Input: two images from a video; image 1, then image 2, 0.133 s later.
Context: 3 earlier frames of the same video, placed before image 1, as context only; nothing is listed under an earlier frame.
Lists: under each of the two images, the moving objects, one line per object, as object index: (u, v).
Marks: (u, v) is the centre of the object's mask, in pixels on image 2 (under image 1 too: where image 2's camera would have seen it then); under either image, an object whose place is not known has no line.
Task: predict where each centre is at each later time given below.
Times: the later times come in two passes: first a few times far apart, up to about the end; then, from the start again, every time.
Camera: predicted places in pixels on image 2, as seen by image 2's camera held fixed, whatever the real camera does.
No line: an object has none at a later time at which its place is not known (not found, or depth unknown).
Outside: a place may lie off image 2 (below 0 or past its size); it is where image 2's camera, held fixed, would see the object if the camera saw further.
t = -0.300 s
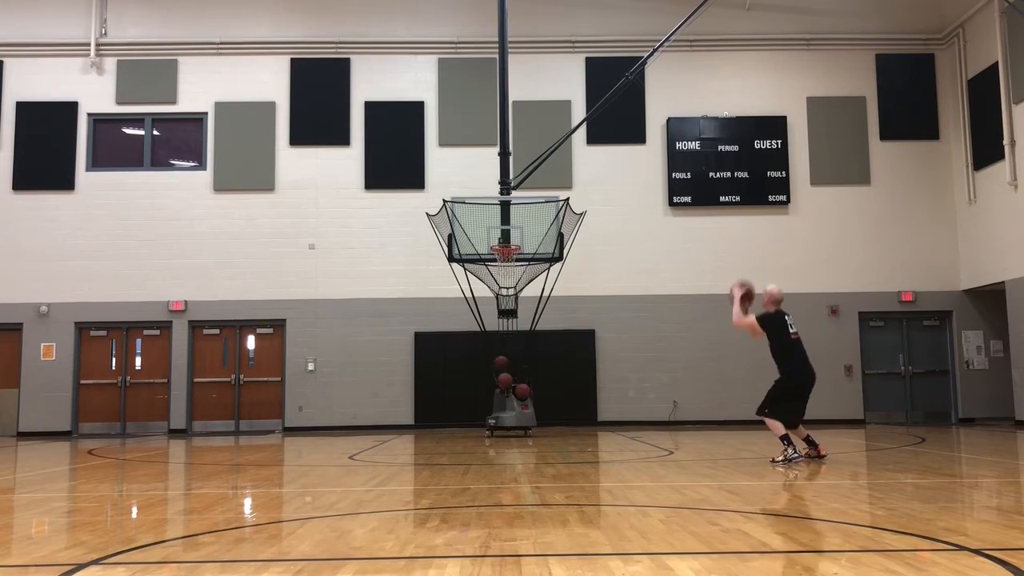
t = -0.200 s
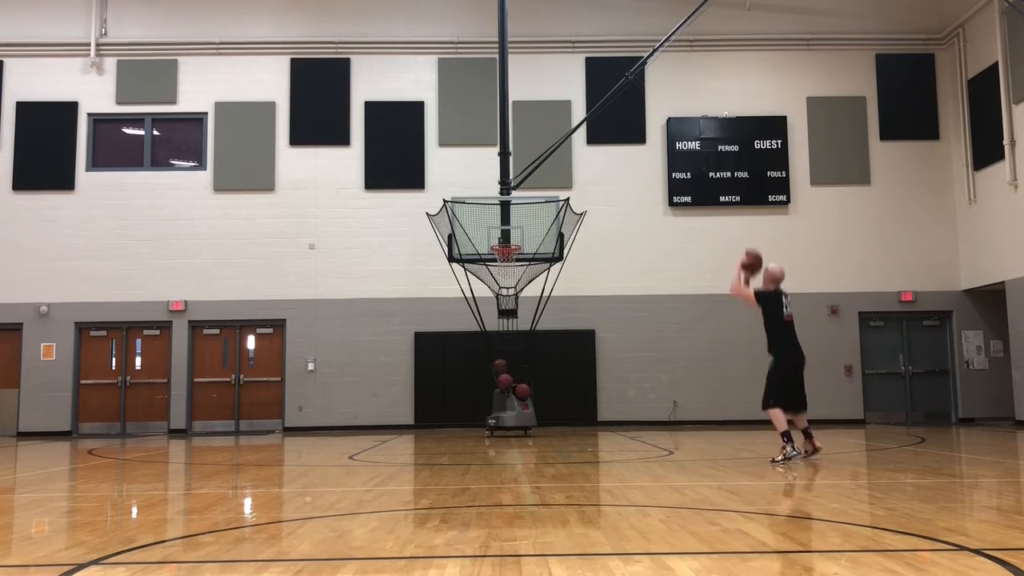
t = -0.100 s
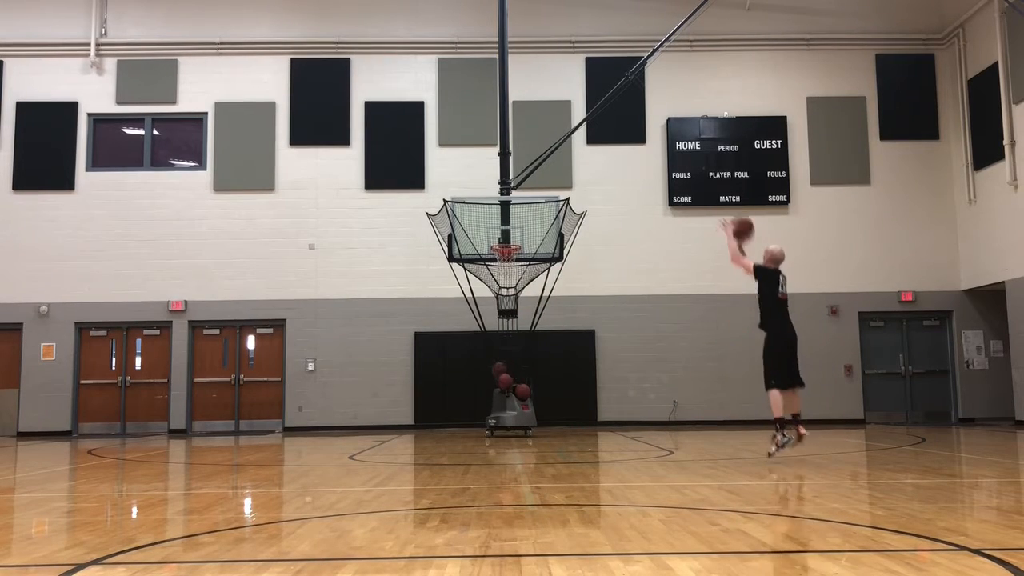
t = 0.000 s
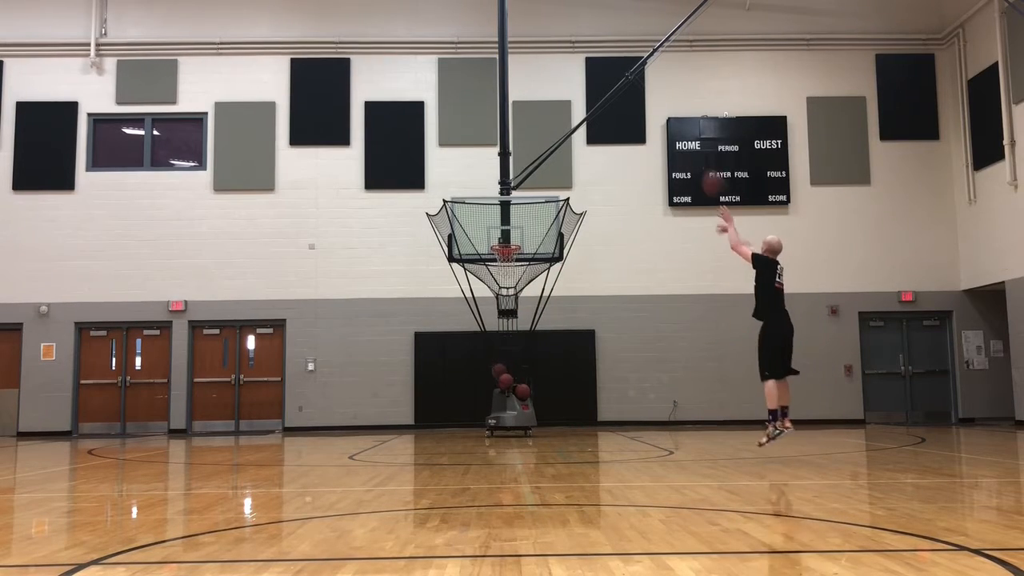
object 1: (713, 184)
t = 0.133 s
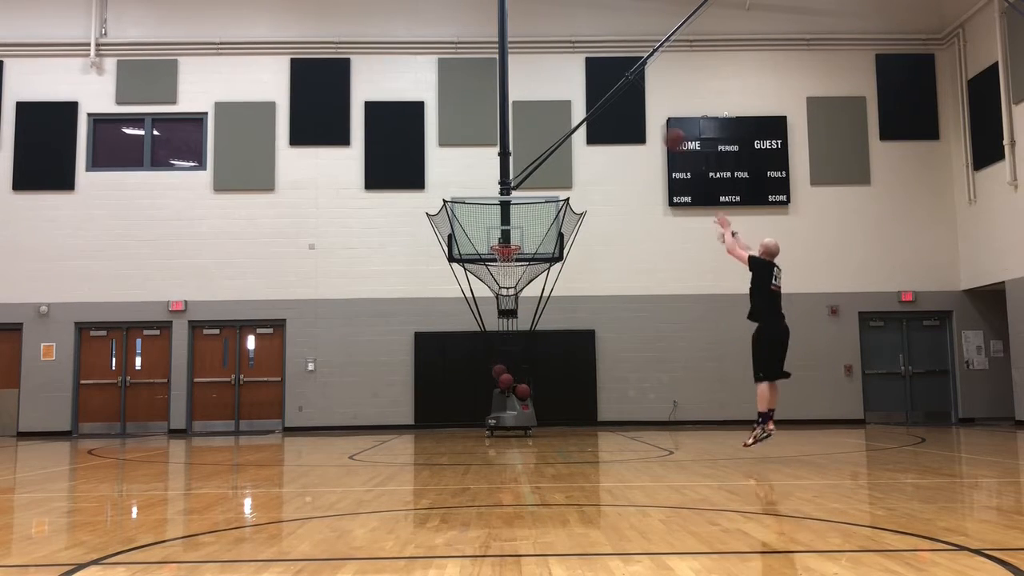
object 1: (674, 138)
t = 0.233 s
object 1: (650, 119)
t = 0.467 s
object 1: (602, 105)
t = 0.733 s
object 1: (557, 133)
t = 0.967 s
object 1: (527, 187)
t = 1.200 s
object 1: (504, 259)
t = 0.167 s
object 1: (667, 132)
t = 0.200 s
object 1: (657, 125)
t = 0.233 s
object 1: (650, 119)
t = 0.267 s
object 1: (642, 114)
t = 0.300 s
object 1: (635, 110)
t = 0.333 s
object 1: (627, 107)
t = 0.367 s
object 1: (621, 106)
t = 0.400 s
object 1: (614, 105)
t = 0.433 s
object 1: (608, 104)
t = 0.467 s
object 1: (602, 105)
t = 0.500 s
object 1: (596, 106)
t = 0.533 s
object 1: (591, 108)
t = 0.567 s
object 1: (585, 110)
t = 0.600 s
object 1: (579, 113)
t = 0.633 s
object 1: (573, 118)
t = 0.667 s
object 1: (568, 122)
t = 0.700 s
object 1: (562, 128)
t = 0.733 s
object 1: (557, 133)
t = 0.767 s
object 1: (553, 140)
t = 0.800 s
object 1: (548, 147)
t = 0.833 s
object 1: (544, 154)
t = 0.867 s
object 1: (539, 162)
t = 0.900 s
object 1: (535, 170)
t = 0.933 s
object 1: (531, 180)
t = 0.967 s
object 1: (527, 187)
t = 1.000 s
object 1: (522, 198)
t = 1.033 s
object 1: (518, 209)
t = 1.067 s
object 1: (515, 219)
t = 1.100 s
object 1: (511, 229)
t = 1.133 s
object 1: (506, 238)
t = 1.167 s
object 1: (505, 251)
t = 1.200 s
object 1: (504, 259)
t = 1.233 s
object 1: (503, 266)
